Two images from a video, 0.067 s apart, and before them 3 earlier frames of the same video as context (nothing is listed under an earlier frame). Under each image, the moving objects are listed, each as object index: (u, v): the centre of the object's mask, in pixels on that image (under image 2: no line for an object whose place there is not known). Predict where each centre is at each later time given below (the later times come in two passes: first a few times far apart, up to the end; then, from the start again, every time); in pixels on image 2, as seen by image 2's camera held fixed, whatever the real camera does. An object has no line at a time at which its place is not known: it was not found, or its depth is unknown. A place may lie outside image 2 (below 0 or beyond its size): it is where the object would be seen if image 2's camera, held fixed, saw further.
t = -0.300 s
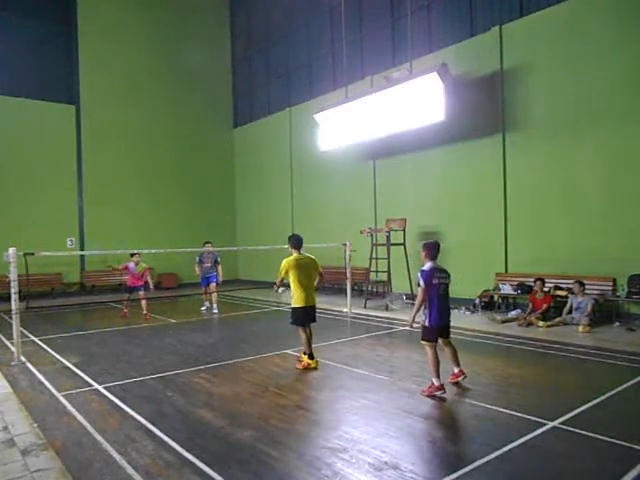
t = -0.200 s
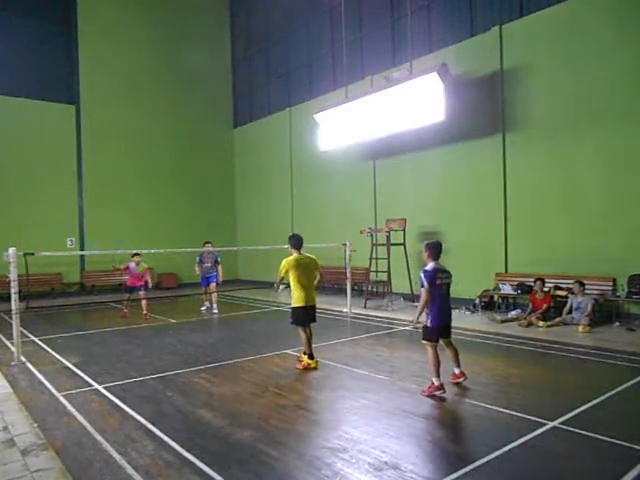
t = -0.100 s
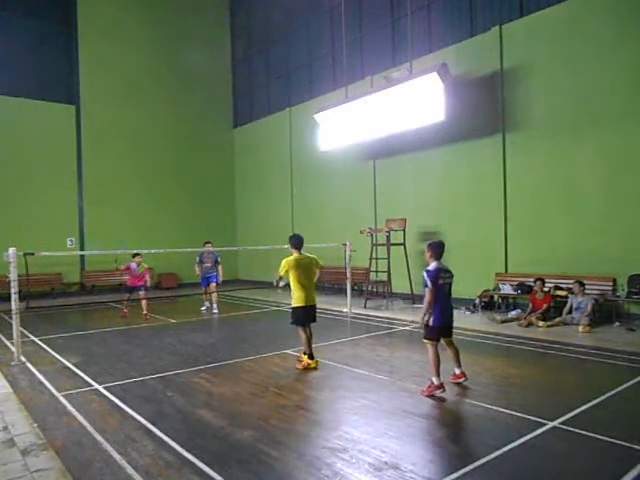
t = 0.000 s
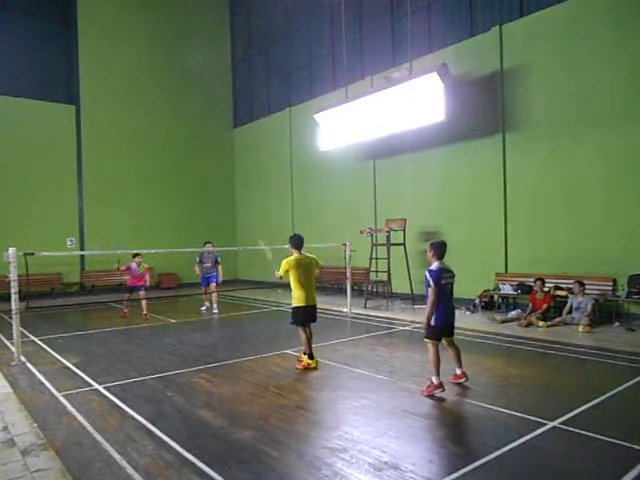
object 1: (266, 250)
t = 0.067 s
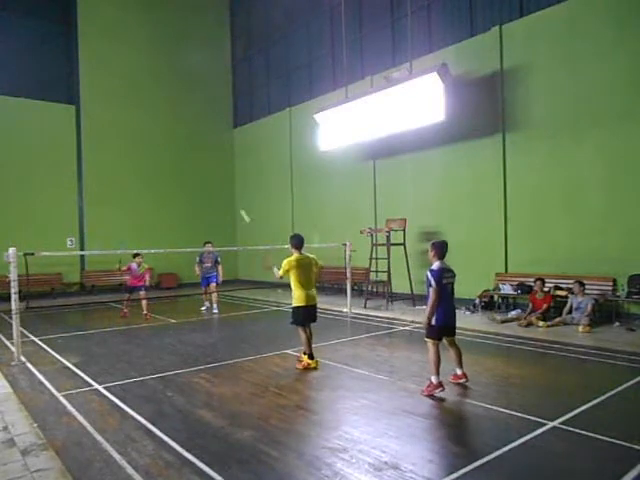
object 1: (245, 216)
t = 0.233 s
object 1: (218, 179)
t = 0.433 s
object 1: (201, 169)
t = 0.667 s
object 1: (190, 180)
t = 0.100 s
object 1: (237, 206)
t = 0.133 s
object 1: (231, 196)
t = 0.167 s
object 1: (226, 188)
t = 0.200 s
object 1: (222, 184)
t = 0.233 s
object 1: (218, 179)
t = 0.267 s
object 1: (214, 176)
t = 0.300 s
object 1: (211, 173)
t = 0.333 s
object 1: (208, 172)
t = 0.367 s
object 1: (206, 170)
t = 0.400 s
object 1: (204, 170)
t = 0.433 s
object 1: (201, 169)
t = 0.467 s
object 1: (199, 169)
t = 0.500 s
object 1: (197, 170)
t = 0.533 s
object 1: (196, 171)
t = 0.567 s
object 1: (195, 173)
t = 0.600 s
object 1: (193, 174)
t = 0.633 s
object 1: (192, 177)
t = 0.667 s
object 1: (190, 180)
